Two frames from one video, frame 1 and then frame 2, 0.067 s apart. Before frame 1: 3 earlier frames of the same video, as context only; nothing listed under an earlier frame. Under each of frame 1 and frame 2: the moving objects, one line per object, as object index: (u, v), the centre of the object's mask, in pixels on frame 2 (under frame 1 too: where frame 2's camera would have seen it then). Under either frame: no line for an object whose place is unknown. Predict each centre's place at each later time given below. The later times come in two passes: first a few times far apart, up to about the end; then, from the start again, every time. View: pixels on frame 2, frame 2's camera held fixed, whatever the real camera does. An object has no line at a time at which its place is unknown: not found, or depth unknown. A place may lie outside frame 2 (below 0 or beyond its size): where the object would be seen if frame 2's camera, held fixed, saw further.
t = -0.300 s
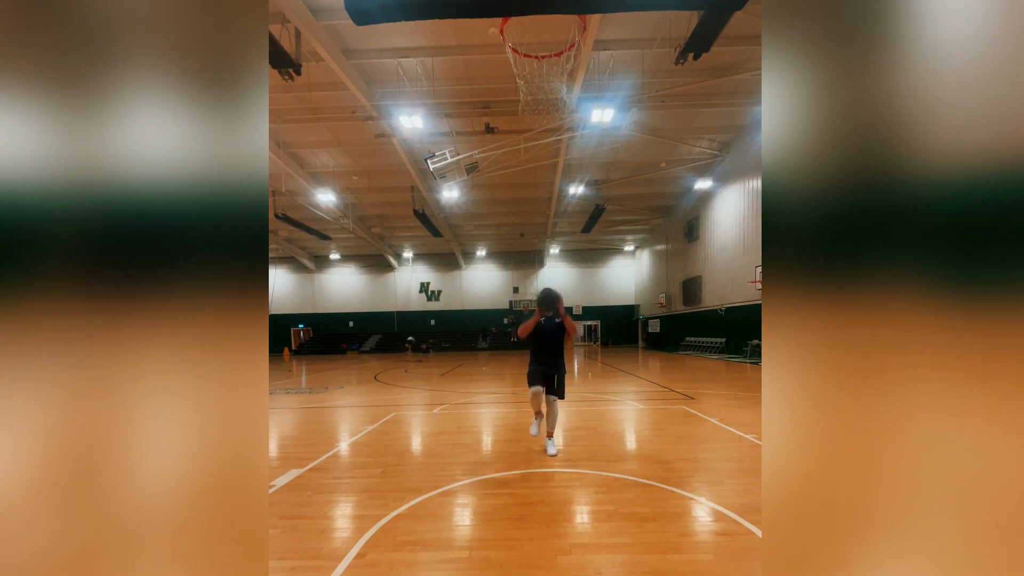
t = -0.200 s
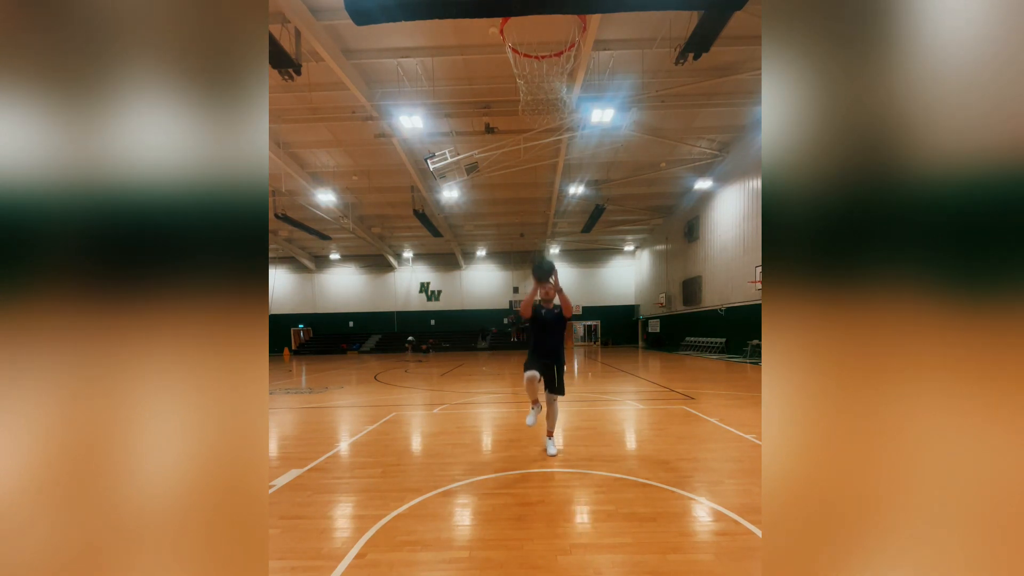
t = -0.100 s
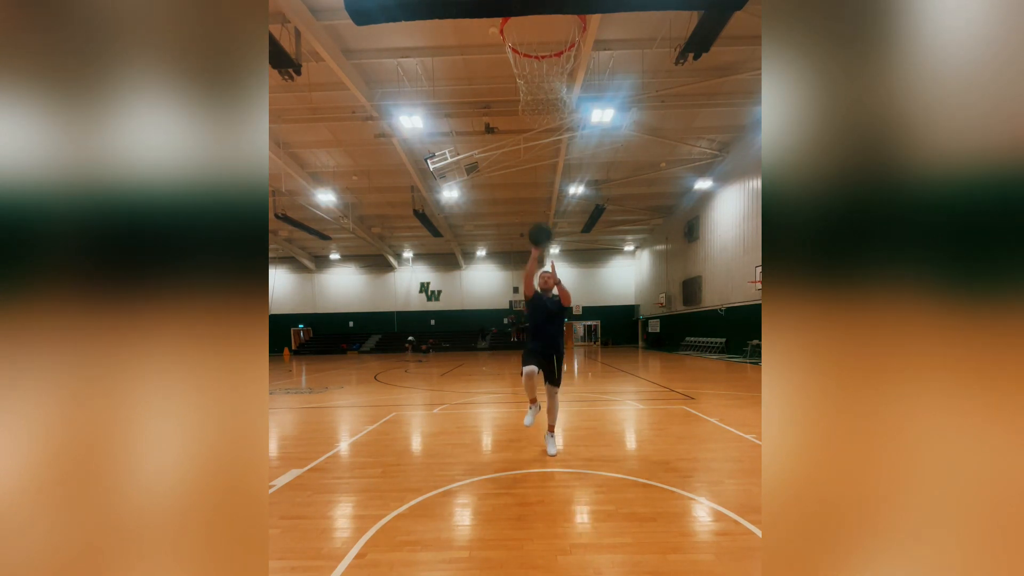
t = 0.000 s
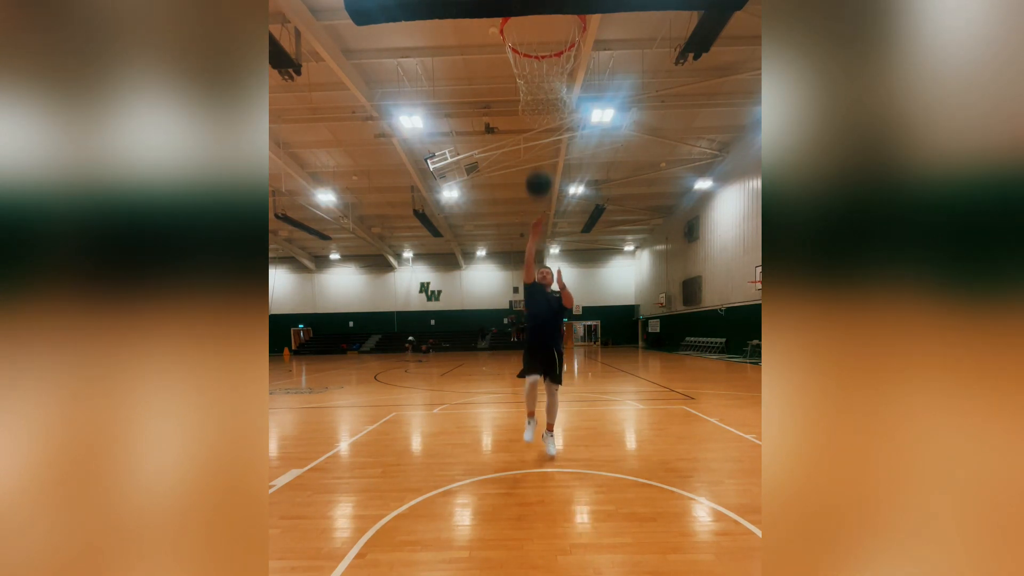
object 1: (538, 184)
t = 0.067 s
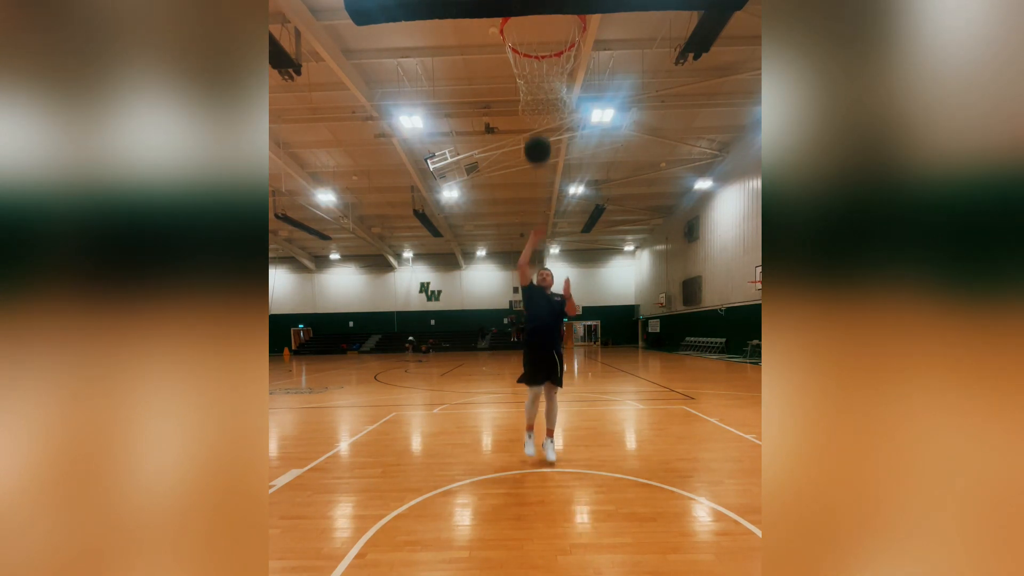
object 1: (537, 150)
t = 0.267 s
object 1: (535, 62)
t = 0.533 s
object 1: (532, 20)
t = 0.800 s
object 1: (560, 71)
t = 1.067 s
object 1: (573, 138)
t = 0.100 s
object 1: (537, 134)
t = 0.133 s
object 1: (537, 118)
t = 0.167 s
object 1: (536, 103)
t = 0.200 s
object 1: (536, 89)
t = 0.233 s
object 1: (535, 76)
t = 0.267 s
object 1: (535, 62)
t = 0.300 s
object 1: (535, 50)
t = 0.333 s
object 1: (534, 38)
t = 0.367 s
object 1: (534, 32)
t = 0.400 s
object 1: (533, 28)
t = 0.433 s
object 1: (533, 25)
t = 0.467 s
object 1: (533, 23)
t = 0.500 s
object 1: (533, 21)
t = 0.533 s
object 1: (532, 20)
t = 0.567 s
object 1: (532, 20)
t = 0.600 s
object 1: (532, 21)
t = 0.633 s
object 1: (532, 22)
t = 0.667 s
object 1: (532, 25)
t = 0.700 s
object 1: (536, 29)
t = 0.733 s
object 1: (544, 37)
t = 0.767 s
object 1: (552, 52)
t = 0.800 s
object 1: (560, 71)
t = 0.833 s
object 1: (566, 85)
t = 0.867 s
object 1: (569, 92)
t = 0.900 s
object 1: (571, 97)
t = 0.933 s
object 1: (571, 102)
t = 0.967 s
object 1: (572, 108)
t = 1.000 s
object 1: (572, 116)
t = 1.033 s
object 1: (572, 126)
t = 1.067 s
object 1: (573, 138)
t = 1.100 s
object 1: (573, 150)
